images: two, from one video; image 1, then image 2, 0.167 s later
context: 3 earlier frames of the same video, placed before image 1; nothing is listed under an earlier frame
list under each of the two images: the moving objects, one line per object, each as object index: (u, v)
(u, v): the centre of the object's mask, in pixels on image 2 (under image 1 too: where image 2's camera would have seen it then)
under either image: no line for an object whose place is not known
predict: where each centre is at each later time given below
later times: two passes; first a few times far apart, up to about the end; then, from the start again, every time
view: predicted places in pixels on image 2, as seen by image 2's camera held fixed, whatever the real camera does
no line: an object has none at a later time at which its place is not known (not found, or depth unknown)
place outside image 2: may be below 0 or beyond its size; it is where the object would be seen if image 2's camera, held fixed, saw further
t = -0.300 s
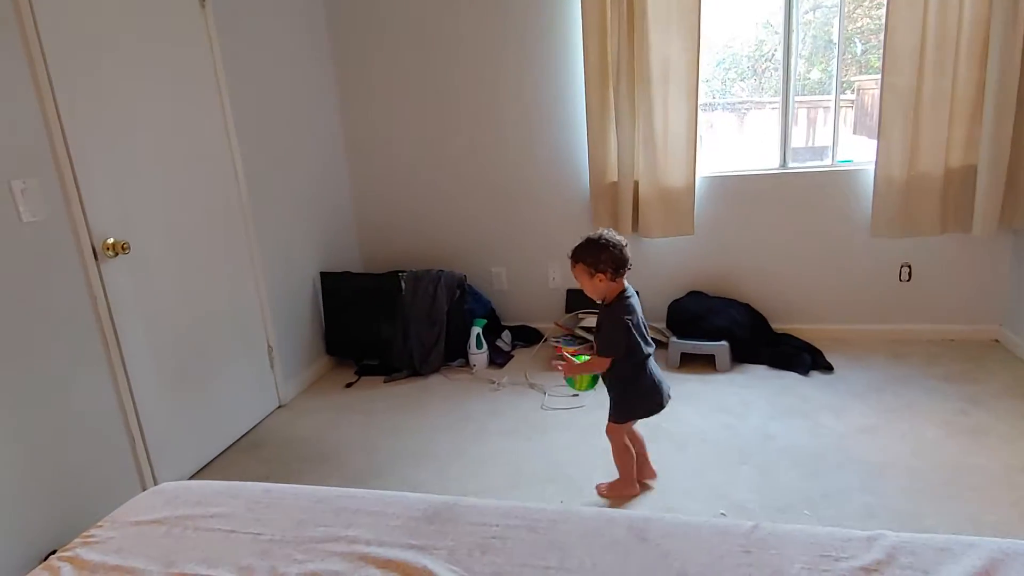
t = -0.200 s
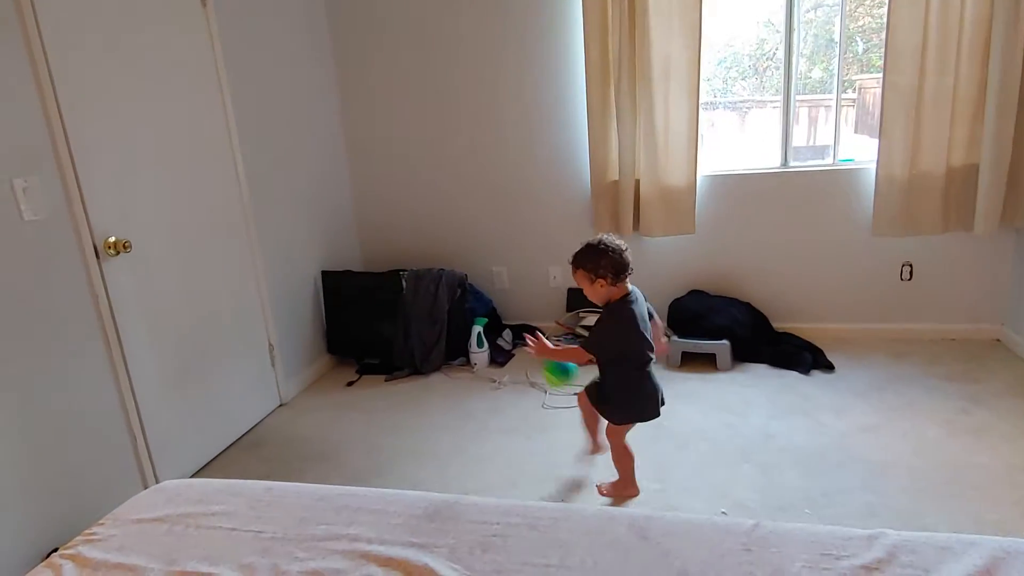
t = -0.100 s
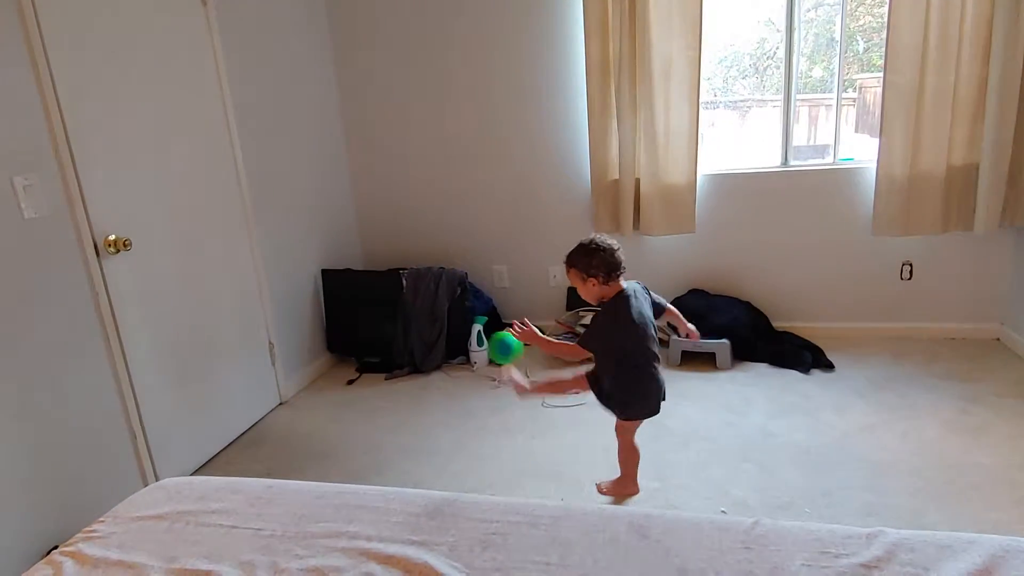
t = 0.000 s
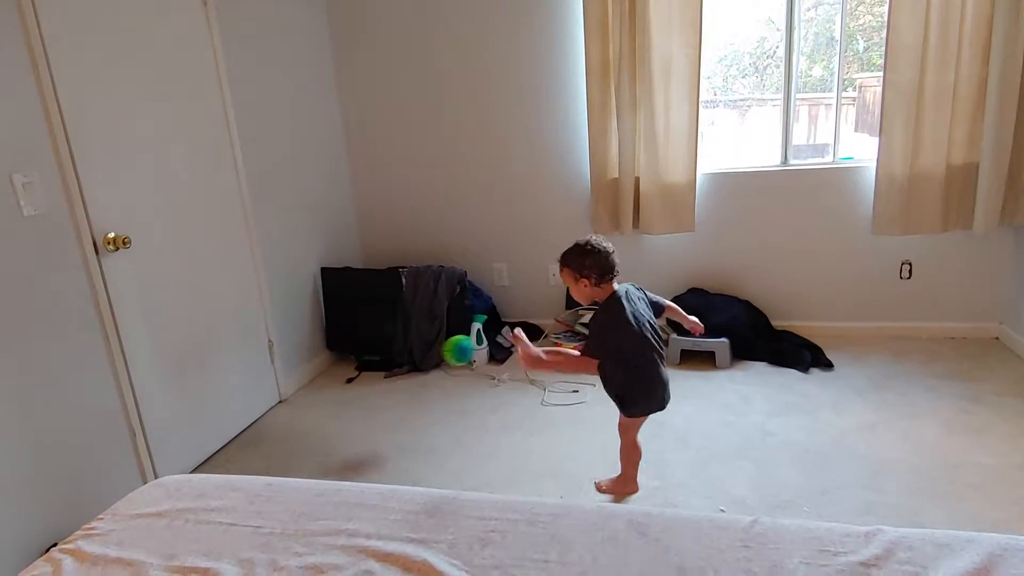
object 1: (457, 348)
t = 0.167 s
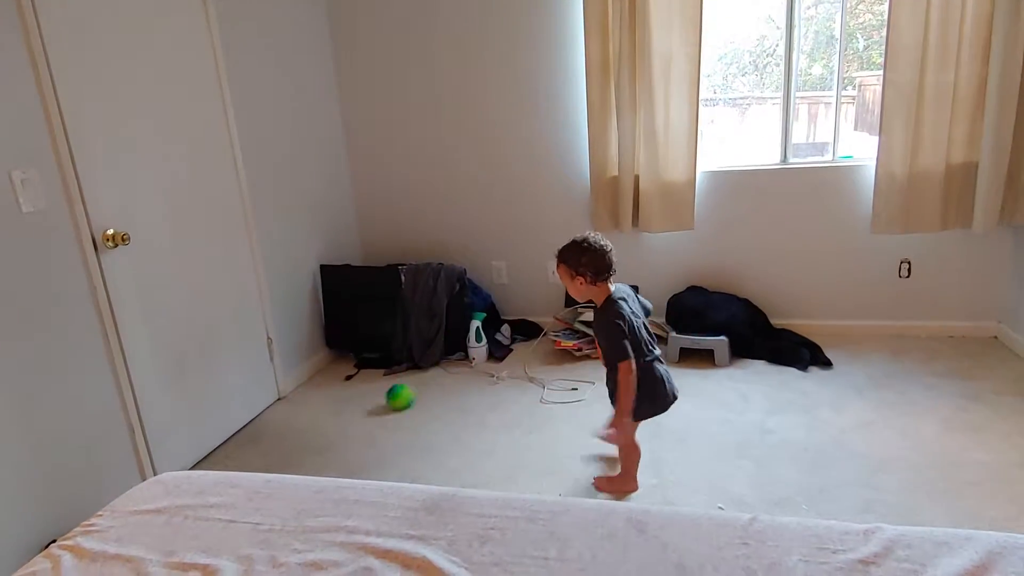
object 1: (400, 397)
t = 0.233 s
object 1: (381, 366)
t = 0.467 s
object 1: (332, 327)
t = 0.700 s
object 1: (315, 367)
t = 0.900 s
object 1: (324, 380)
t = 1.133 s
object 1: (334, 395)
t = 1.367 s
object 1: (344, 411)
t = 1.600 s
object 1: (354, 427)
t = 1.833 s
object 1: (361, 443)
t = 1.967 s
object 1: (364, 455)
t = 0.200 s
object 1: (390, 381)
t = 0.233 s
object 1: (381, 366)
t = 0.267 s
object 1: (373, 355)
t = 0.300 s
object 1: (364, 344)
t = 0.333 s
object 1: (356, 337)
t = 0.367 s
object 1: (350, 332)
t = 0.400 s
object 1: (343, 328)
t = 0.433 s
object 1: (338, 326)
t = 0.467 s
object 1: (332, 327)
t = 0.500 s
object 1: (327, 329)
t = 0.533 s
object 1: (321, 335)
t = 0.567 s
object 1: (325, 337)
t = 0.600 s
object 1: (325, 341)
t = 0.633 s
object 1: (322, 348)
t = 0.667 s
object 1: (317, 357)
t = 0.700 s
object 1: (315, 367)
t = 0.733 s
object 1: (315, 372)
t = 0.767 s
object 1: (317, 372)
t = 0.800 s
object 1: (319, 372)
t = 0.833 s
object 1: (320, 374)
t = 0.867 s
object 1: (322, 378)
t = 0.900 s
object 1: (324, 380)
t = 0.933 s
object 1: (326, 381)
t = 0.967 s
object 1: (327, 385)
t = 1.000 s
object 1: (328, 386)
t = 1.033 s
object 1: (330, 389)
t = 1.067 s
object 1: (331, 391)
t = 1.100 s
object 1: (333, 393)
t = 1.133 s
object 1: (334, 395)
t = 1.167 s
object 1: (335, 397)
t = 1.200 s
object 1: (337, 399)
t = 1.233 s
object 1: (338, 401)
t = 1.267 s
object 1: (340, 404)
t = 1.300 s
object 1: (341, 406)
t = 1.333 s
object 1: (343, 409)
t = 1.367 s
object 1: (344, 411)
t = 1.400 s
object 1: (346, 413)
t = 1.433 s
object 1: (347, 416)
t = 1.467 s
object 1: (349, 418)
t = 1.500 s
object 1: (350, 420)
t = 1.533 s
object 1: (351, 422)
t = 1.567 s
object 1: (352, 425)
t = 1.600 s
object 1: (354, 427)
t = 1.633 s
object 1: (355, 429)
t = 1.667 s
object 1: (356, 432)
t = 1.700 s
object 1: (357, 434)
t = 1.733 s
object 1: (358, 436)
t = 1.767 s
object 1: (359, 438)
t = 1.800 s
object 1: (360, 440)
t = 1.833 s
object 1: (361, 443)
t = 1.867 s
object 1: (362, 446)
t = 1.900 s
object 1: (362, 449)
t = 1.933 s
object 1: (363, 452)
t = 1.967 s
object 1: (364, 455)
